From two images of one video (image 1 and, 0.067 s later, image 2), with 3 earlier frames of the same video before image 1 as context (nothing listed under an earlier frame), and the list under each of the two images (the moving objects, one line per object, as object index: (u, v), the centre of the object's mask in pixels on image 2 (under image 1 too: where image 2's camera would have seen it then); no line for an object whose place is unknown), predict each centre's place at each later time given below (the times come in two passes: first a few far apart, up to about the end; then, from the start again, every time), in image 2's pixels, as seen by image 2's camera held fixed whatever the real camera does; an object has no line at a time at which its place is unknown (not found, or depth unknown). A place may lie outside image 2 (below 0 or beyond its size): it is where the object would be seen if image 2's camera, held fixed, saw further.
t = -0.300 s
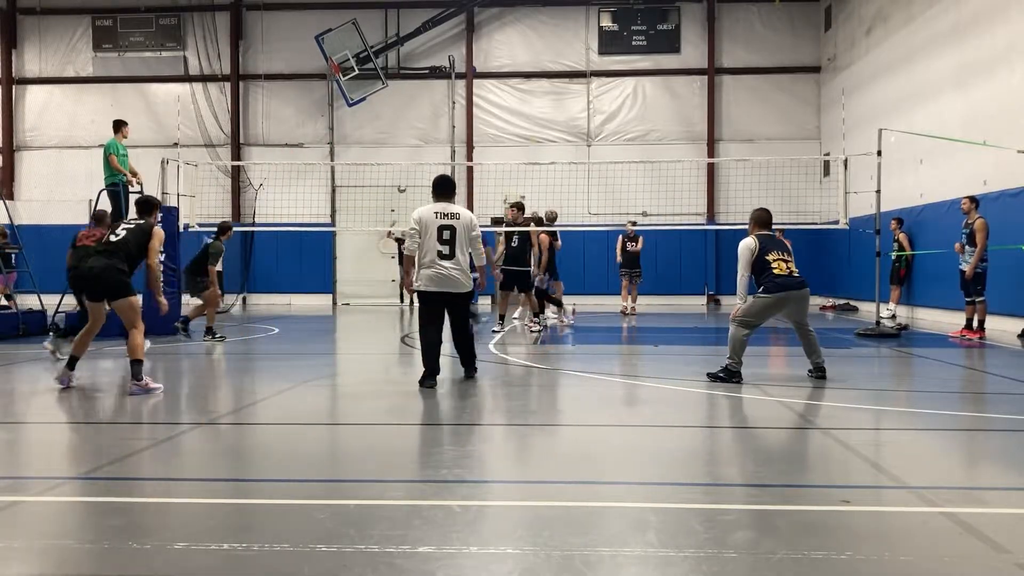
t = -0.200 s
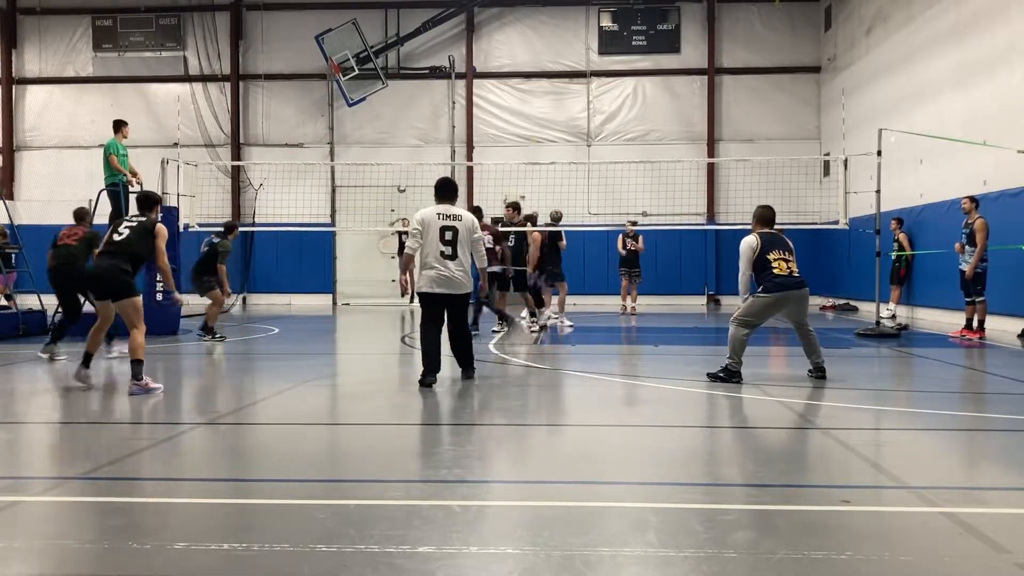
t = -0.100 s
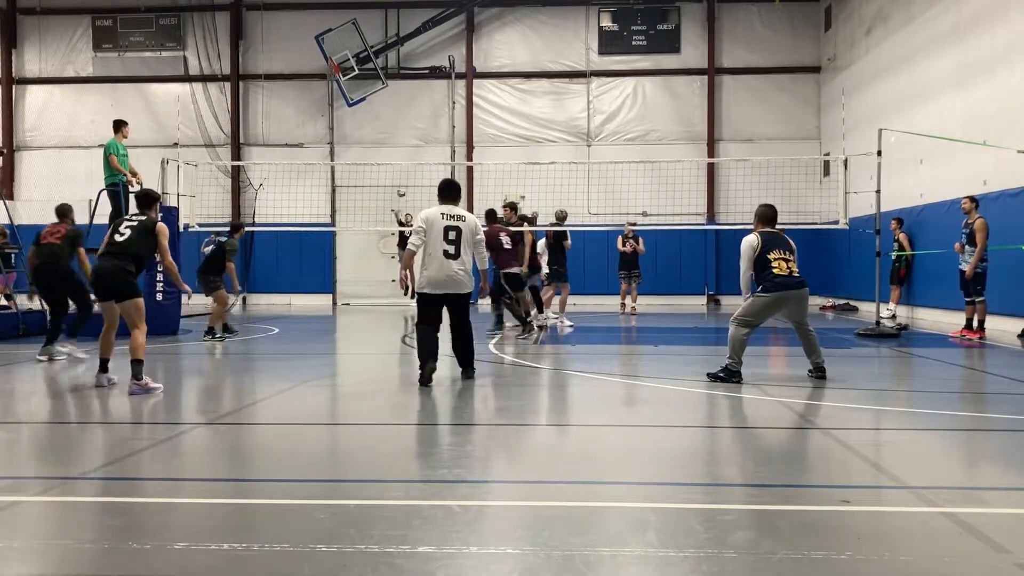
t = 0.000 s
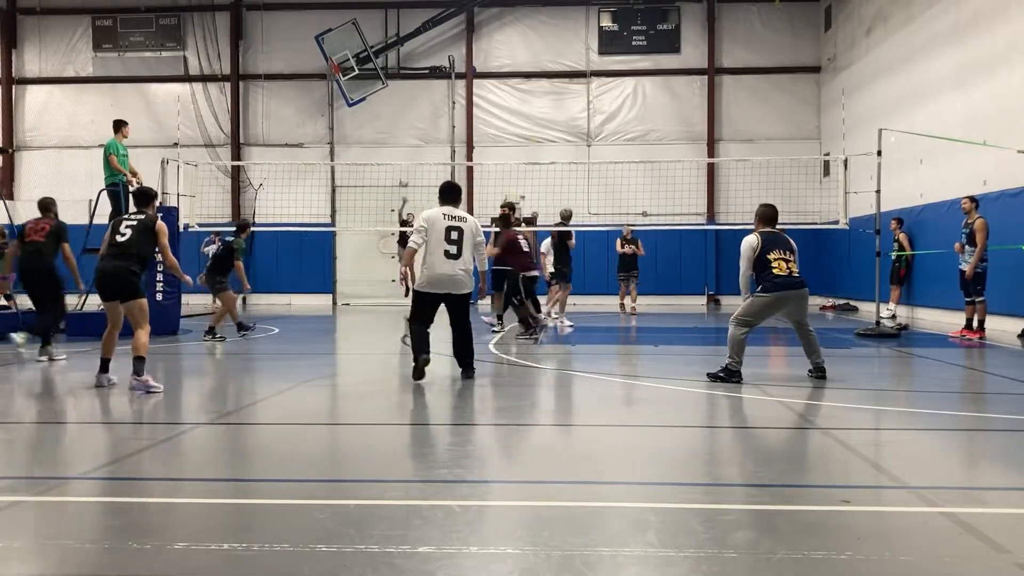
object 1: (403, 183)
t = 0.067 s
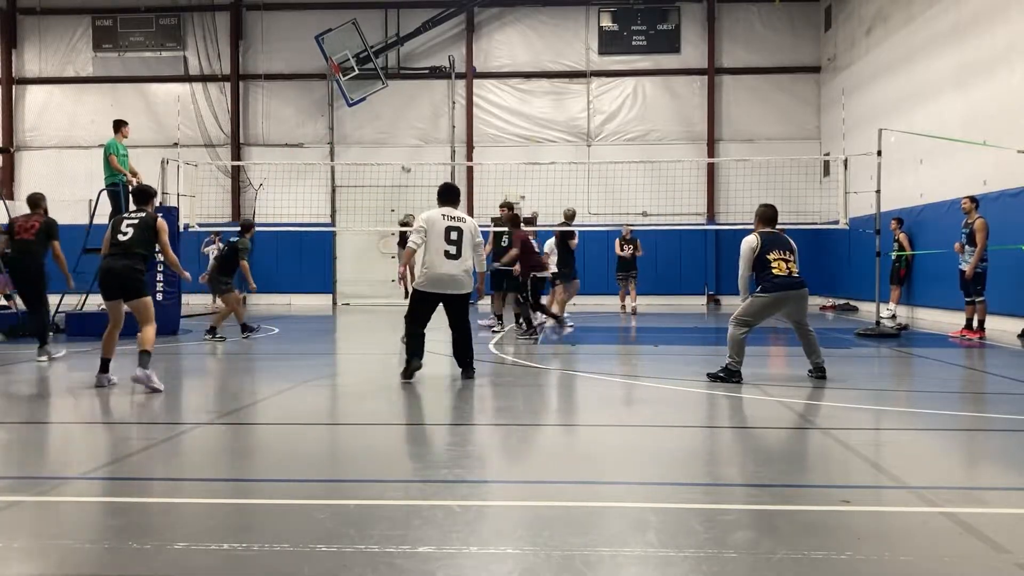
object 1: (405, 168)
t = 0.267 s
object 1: (418, 124)
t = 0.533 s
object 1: (444, 91)
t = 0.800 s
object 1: (486, 96)
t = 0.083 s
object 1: (406, 166)
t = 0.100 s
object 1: (408, 158)
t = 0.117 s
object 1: (408, 157)
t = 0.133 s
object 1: (409, 153)
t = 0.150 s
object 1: (411, 149)
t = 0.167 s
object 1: (411, 146)
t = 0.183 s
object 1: (413, 141)
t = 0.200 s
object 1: (414, 139)
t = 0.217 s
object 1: (415, 134)
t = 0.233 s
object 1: (416, 132)
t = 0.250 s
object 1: (417, 128)
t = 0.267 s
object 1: (418, 124)
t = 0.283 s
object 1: (420, 122)
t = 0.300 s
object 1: (421, 118)
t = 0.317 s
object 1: (422, 116)
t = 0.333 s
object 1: (424, 113)
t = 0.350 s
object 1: (426, 111)
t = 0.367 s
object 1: (427, 108)
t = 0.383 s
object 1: (429, 106)
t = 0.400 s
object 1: (431, 103)
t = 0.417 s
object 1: (432, 101)
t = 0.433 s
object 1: (433, 99)
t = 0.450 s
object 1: (435, 98)
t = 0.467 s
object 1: (437, 96)
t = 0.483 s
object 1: (438, 94)
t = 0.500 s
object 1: (440, 93)
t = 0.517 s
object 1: (442, 92)
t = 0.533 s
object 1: (444, 91)
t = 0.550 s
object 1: (445, 90)
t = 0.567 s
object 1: (447, 89)
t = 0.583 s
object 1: (450, 88)
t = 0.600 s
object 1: (452, 88)
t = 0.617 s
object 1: (454, 88)
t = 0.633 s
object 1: (457, 87)
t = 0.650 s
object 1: (459, 87)
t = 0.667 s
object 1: (462, 87)
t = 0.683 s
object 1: (464, 86)
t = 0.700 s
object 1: (467, 87)
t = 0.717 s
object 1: (470, 88)
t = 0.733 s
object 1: (473, 89)
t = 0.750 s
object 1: (476, 90)
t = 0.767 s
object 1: (479, 92)
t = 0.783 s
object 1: (482, 94)
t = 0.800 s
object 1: (486, 96)
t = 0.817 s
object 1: (489, 99)
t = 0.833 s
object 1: (493, 101)
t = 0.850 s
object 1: (497, 104)
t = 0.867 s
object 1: (501, 106)
